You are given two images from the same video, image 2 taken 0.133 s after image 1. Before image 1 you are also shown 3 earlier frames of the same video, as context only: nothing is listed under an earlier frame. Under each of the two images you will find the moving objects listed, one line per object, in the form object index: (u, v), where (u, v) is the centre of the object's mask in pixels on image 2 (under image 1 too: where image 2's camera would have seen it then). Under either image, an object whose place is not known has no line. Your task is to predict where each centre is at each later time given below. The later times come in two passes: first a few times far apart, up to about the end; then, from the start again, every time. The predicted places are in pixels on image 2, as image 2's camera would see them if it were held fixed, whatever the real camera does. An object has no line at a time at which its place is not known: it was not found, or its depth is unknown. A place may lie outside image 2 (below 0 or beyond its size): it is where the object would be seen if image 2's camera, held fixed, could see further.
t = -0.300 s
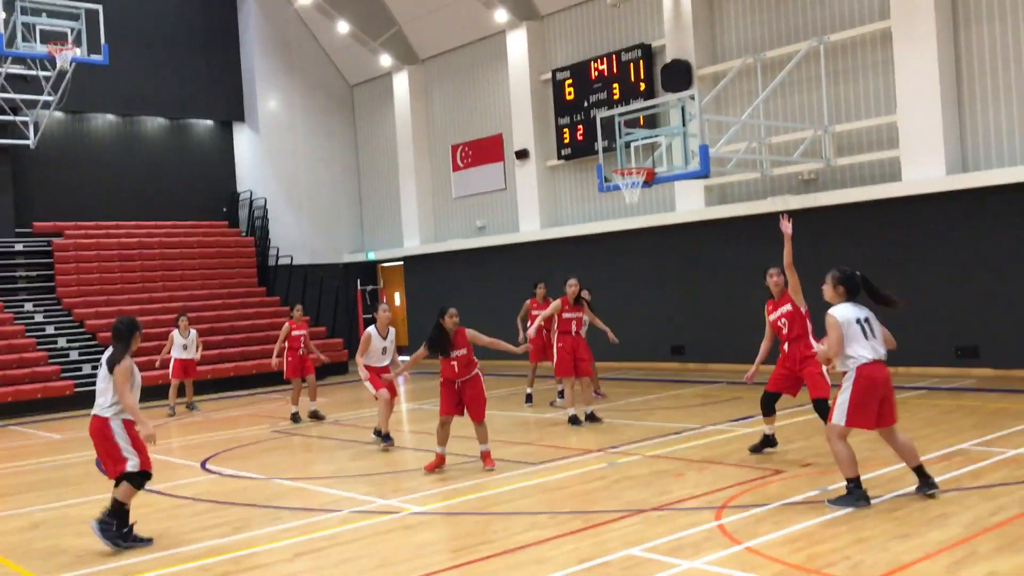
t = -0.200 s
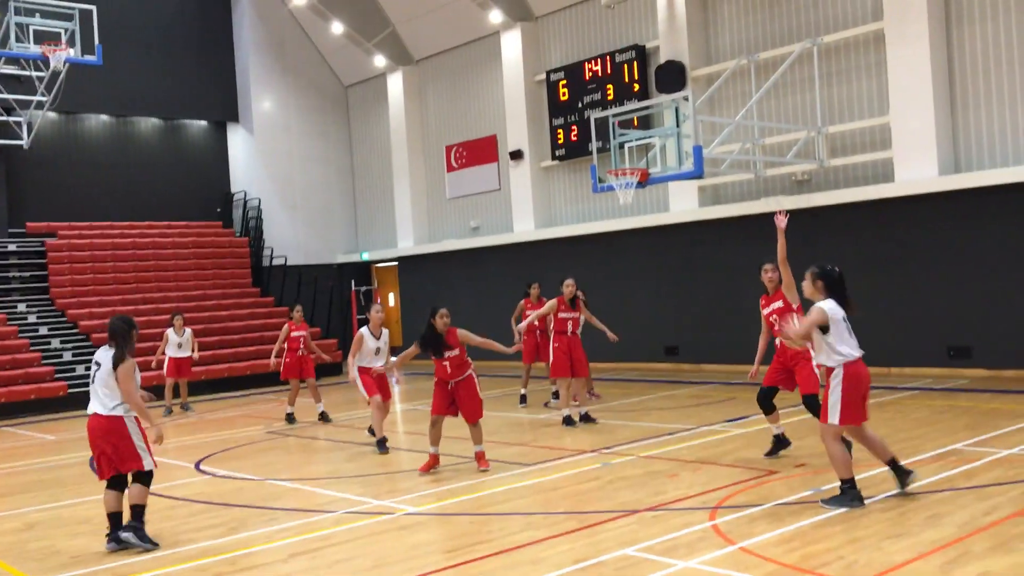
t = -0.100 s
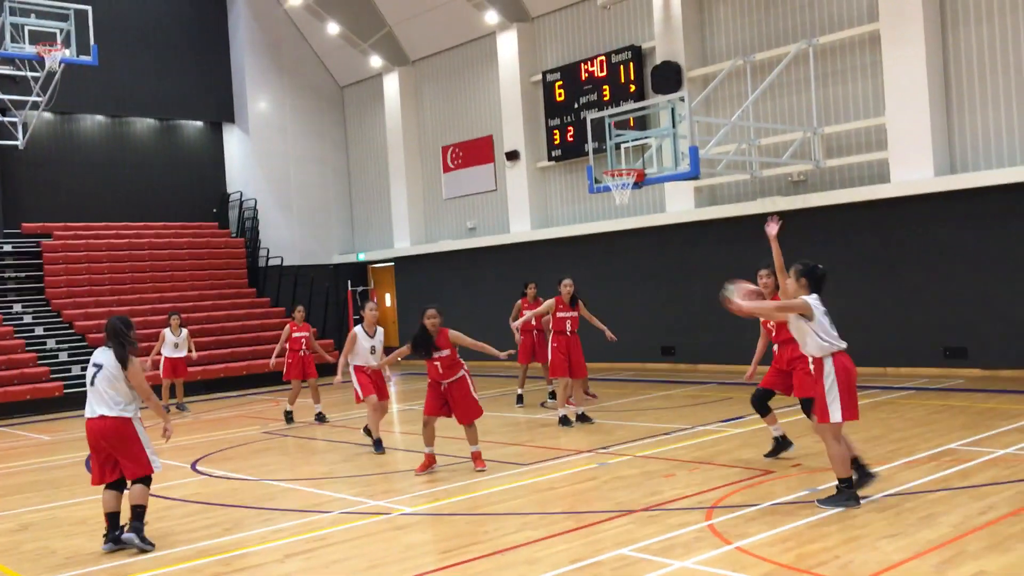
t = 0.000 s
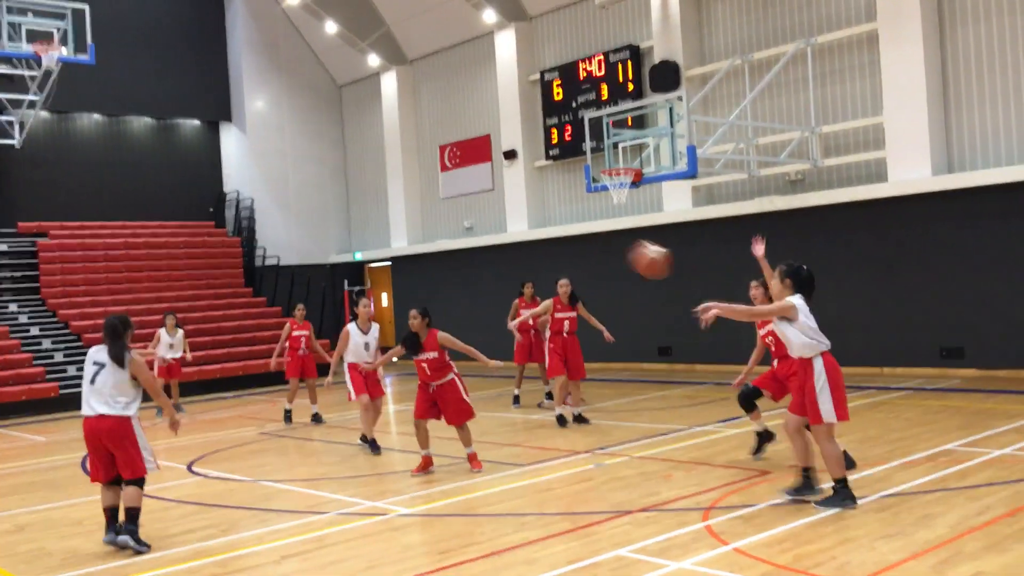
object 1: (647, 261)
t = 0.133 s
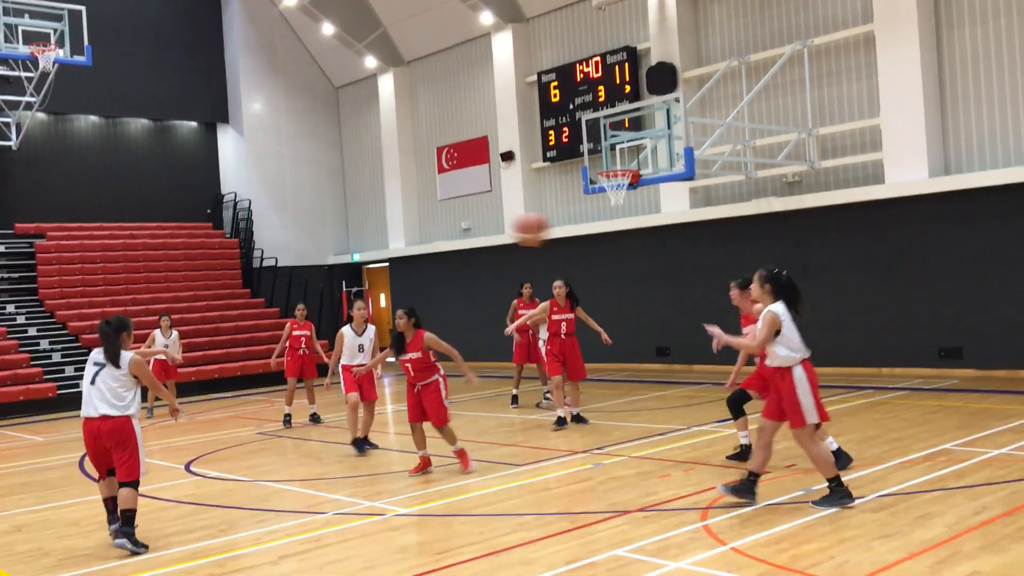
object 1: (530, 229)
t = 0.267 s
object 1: (419, 222)
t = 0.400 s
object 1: (310, 238)
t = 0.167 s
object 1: (501, 224)
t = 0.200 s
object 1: (474, 222)
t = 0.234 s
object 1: (445, 222)
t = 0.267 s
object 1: (419, 222)
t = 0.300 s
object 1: (390, 223)
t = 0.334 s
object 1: (362, 226)
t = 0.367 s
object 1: (335, 231)
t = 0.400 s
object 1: (310, 238)
